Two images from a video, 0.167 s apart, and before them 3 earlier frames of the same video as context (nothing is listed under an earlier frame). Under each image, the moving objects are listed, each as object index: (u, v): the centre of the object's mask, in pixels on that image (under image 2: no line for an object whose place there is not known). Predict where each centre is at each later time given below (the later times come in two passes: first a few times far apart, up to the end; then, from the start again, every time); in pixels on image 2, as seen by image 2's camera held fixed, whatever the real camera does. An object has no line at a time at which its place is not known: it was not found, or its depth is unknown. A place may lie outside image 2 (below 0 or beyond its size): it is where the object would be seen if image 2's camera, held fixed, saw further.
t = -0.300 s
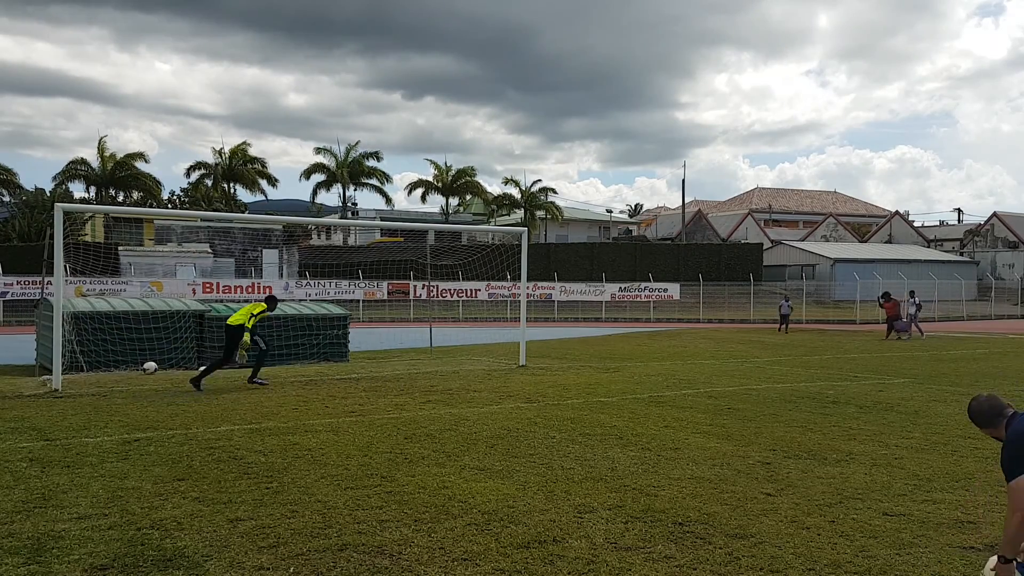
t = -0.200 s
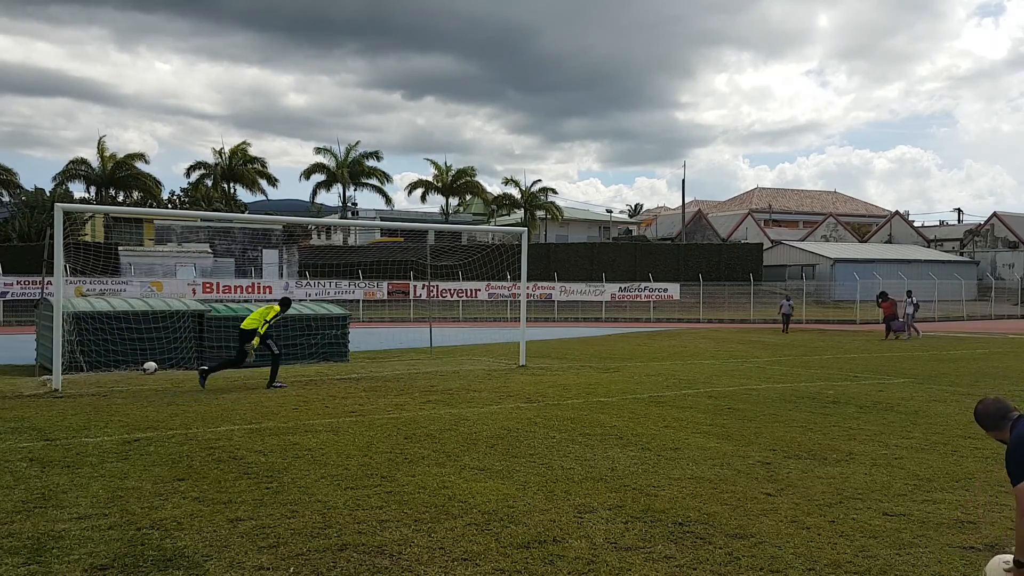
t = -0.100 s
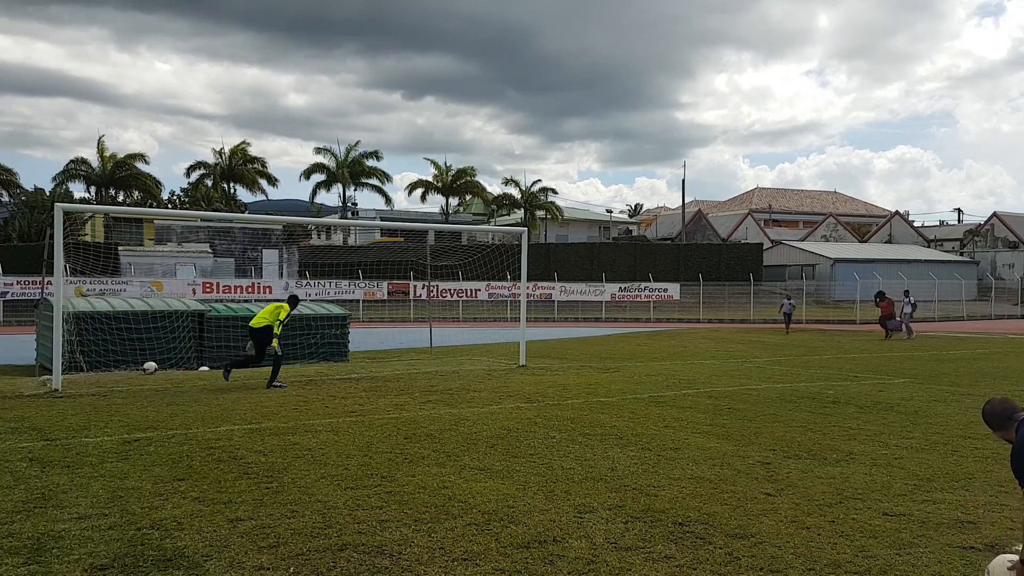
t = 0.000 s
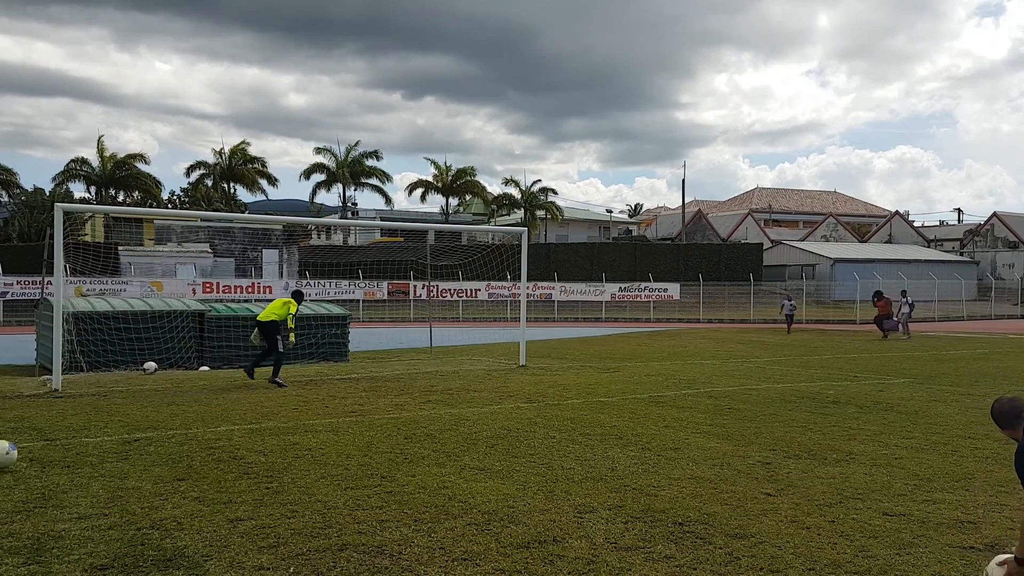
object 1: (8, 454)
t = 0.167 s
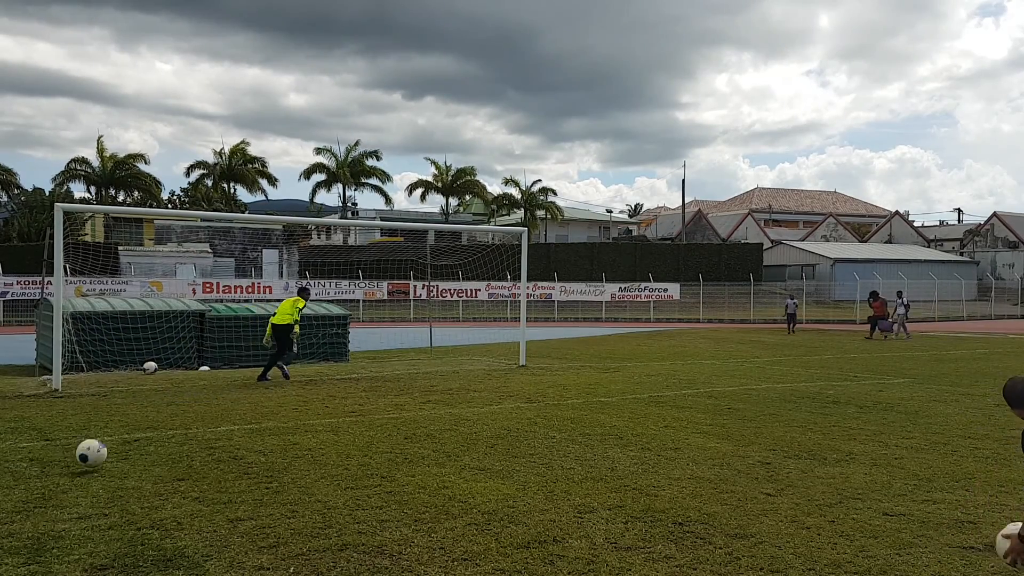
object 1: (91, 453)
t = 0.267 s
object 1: (144, 458)
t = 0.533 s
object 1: (279, 457)
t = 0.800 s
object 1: (402, 454)
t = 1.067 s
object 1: (516, 454)
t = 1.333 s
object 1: (623, 454)
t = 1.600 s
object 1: (728, 457)
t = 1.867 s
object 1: (829, 459)
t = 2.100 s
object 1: (910, 459)
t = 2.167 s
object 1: (932, 460)
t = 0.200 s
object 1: (108, 455)
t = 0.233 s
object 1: (126, 458)
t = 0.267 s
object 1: (144, 458)
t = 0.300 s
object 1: (161, 458)
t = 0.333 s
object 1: (178, 458)
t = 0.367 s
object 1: (195, 458)
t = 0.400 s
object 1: (212, 458)
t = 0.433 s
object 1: (230, 458)
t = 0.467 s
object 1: (246, 457)
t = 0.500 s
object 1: (263, 457)
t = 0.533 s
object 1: (279, 457)
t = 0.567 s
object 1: (295, 456)
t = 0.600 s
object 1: (312, 456)
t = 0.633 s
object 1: (327, 457)
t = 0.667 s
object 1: (342, 455)
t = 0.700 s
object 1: (357, 452)
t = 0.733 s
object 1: (372, 452)
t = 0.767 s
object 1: (387, 451)
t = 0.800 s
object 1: (402, 454)
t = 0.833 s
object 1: (417, 456)
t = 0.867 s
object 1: (431, 454)
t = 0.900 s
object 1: (446, 452)
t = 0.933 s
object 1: (459, 452)
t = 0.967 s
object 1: (474, 454)
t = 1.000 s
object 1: (488, 454)
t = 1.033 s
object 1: (502, 454)
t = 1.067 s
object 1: (516, 454)
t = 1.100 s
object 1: (529, 454)
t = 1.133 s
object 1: (543, 455)
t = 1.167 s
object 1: (557, 453)
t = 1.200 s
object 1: (570, 453)
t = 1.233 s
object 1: (583, 454)
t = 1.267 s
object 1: (596, 456)
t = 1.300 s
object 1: (610, 456)
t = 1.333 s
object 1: (623, 454)
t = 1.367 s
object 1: (636, 455)
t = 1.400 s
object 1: (650, 456)
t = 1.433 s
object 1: (662, 456)
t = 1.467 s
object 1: (676, 455)
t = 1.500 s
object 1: (689, 457)
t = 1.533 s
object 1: (702, 459)
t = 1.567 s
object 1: (715, 457)
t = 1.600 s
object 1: (728, 457)
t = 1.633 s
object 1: (741, 457)
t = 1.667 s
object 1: (753, 457)
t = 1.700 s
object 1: (766, 457)
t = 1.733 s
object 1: (779, 457)
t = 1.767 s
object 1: (791, 456)
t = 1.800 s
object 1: (804, 457)
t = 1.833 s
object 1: (816, 459)
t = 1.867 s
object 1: (829, 459)
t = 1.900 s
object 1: (840, 459)
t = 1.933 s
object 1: (852, 459)
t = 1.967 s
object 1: (864, 460)
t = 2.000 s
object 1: (876, 459)
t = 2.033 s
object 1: (888, 459)
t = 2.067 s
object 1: (899, 459)
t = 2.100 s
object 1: (910, 459)
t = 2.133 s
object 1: (921, 459)
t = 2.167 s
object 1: (932, 460)
